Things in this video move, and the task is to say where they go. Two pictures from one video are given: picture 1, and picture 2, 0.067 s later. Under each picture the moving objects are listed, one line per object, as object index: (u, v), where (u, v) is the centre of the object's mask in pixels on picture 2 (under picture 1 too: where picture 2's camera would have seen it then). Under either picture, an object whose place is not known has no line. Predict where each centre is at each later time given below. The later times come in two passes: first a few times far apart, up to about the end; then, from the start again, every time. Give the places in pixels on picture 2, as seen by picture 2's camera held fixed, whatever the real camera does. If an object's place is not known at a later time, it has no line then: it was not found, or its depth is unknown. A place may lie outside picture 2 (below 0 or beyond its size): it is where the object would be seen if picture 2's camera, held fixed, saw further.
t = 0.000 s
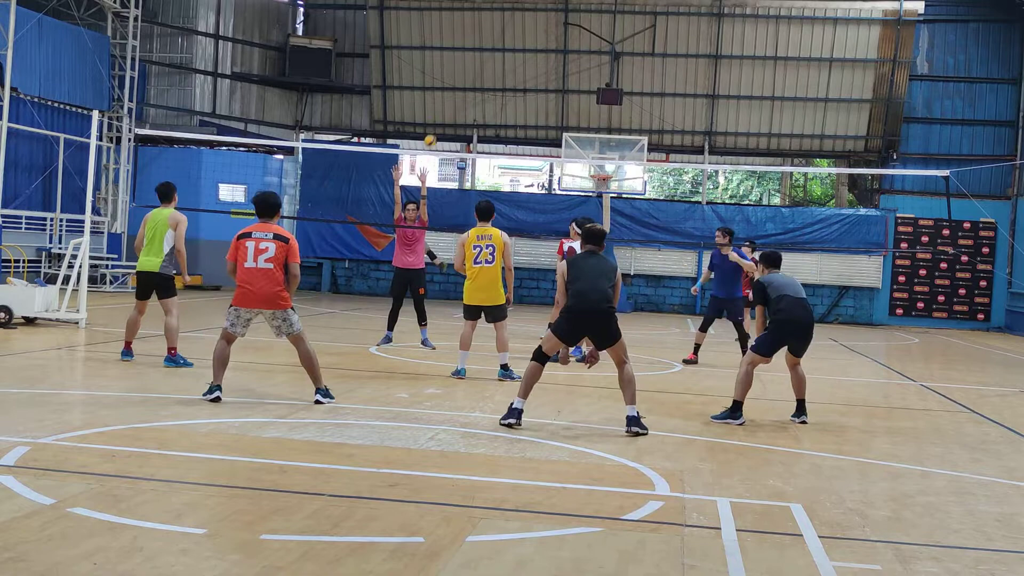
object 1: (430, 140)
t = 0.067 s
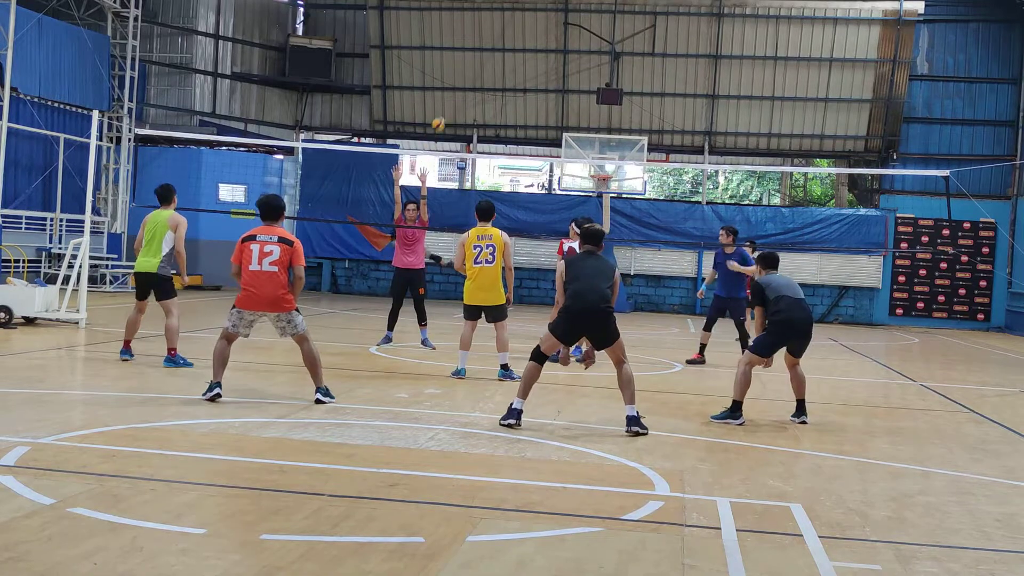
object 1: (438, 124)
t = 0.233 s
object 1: (460, 87)
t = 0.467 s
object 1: (496, 68)
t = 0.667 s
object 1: (533, 82)
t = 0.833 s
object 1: (564, 121)
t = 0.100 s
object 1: (442, 116)
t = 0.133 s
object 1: (447, 108)
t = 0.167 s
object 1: (451, 100)
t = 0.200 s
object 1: (455, 94)
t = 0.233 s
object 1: (460, 87)
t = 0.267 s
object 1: (464, 82)
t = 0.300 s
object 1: (469, 78)
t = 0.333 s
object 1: (473, 74)
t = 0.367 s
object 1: (479, 71)
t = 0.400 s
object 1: (485, 69)
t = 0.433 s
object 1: (490, 68)
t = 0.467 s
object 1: (496, 68)
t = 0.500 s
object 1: (502, 68)
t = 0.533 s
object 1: (508, 69)
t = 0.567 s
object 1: (515, 71)
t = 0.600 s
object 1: (521, 74)
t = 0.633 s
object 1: (527, 77)
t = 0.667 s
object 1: (533, 82)
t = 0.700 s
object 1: (540, 87)
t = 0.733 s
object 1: (547, 94)
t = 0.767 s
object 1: (552, 101)
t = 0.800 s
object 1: (558, 112)
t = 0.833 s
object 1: (564, 121)
